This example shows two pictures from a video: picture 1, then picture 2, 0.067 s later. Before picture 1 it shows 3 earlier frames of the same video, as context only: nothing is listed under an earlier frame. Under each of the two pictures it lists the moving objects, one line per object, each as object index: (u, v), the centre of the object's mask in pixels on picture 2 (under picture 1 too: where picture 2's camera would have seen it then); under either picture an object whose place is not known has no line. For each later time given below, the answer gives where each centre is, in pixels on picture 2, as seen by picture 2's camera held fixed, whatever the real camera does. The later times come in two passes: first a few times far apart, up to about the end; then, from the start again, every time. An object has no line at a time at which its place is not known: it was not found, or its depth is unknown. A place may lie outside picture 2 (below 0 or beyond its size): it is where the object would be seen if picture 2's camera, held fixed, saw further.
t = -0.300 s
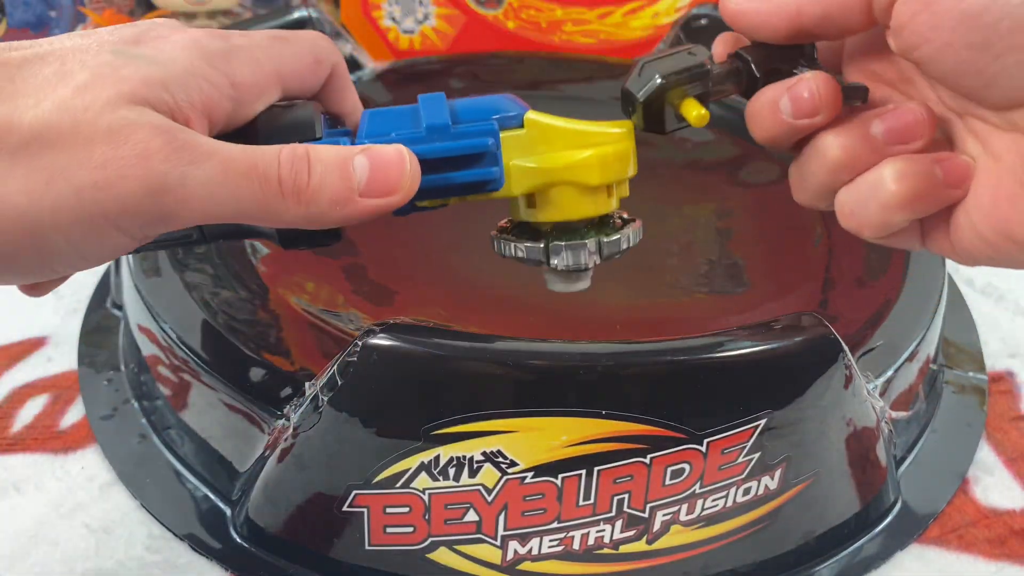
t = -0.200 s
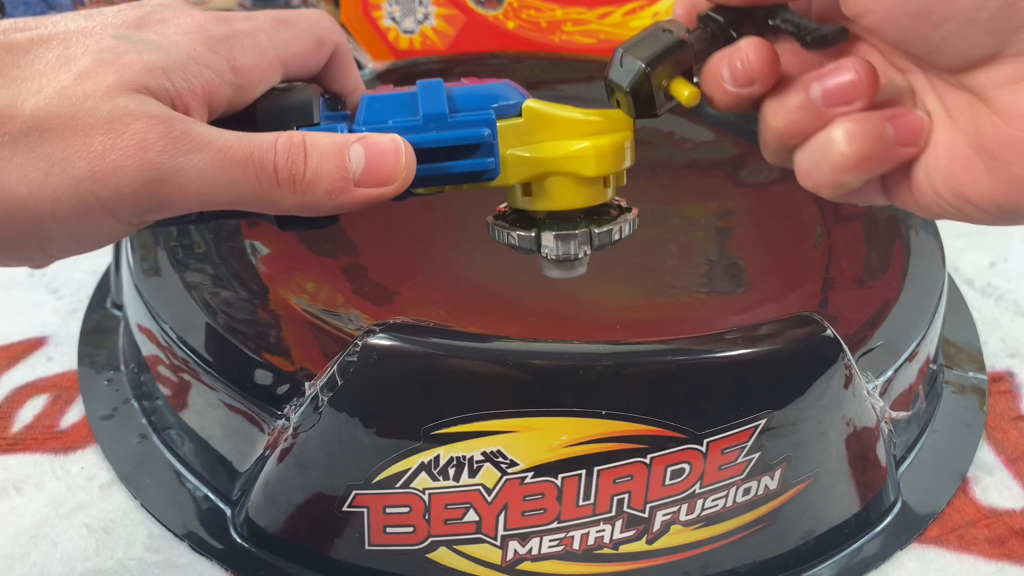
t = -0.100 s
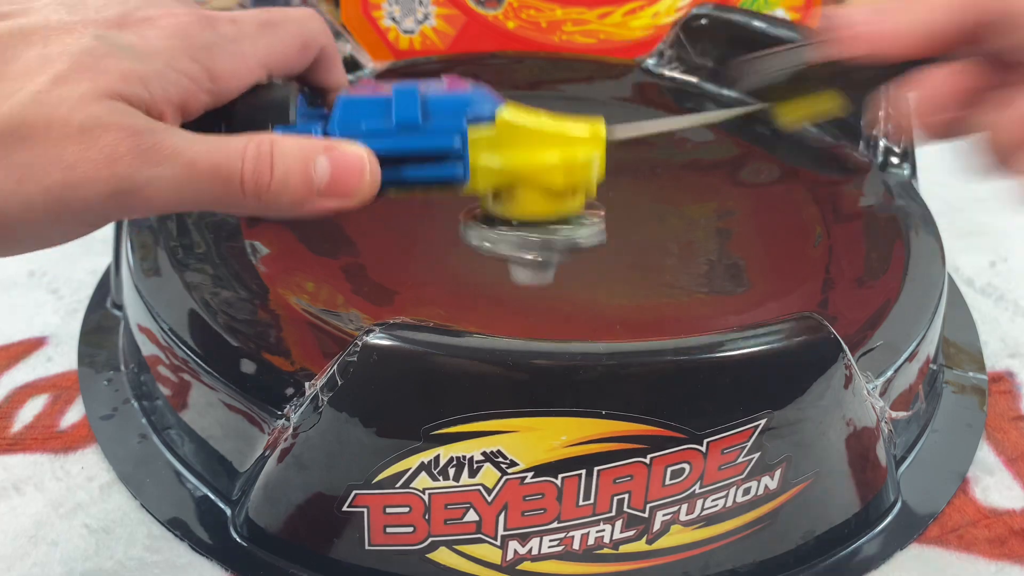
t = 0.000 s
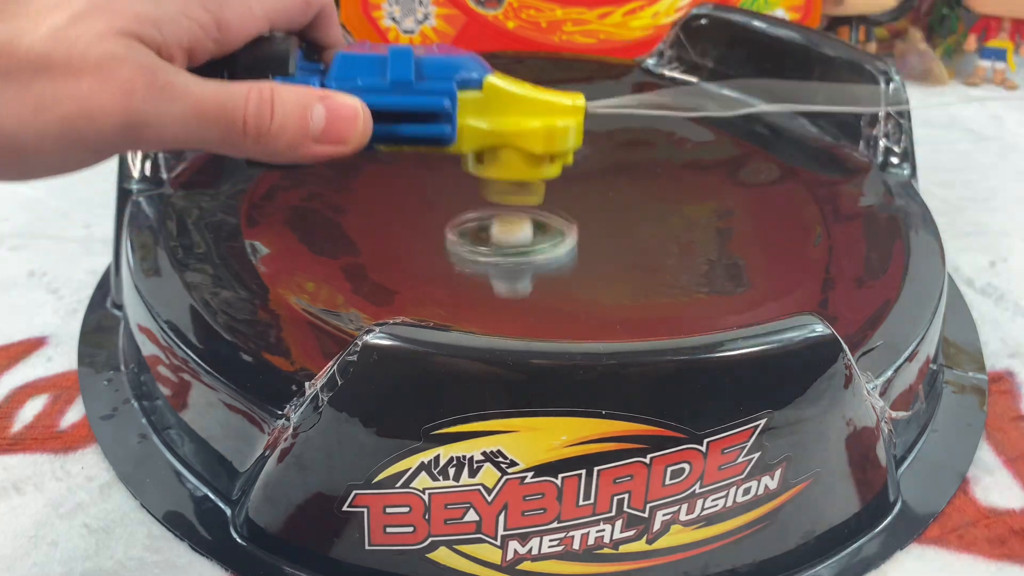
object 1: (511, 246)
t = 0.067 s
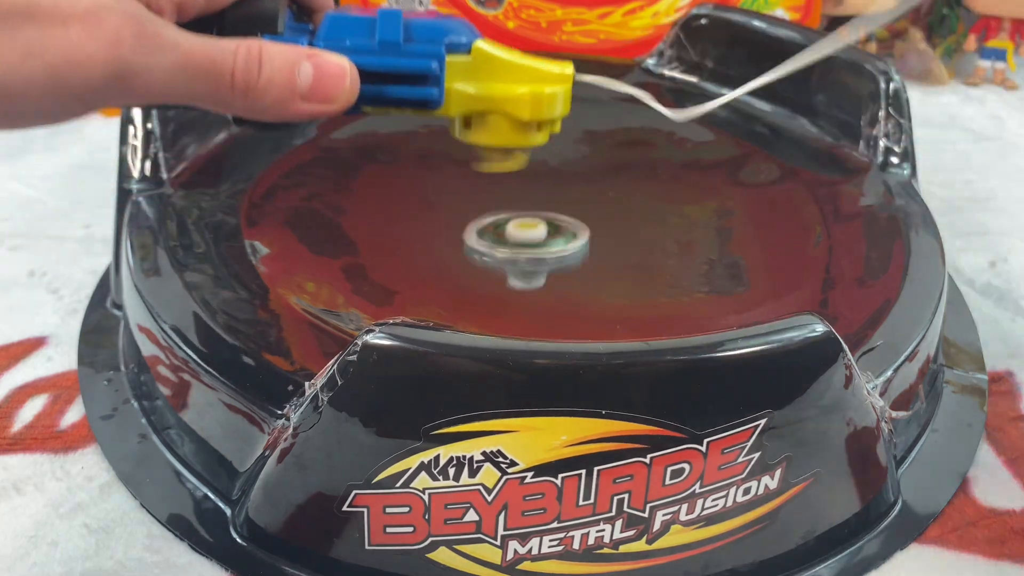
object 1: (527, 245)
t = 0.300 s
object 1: (562, 166)
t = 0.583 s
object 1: (486, 139)
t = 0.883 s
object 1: (368, 234)
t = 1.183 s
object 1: (574, 256)
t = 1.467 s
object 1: (591, 179)
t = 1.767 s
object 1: (376, 138)
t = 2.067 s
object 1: (366, 229)
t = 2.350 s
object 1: (645, 237)
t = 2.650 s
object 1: (577, 127)
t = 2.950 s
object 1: (287, 126)
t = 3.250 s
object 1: (468, 312)
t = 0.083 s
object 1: (531, 234)
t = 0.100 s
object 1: (535, 230)
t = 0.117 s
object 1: (539, 232)
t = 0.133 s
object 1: (542, 238)
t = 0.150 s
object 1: (545, 245)
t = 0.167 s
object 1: (548, 226)
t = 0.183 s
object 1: (552, 211)
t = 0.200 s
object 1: (554, 202)
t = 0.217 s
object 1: (557, 198)
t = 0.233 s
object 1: (559, 200)
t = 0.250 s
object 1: (561, 198)
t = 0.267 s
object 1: (561, 181)
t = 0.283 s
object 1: (561, 171)
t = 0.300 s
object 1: (562, 166)
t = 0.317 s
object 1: (562, 165)
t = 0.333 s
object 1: (562, 166)
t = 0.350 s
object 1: (559, 153)
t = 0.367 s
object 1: (557, 144)
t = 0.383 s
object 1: (554, 142)
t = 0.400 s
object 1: (552, 144)
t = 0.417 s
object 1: (548, 138)
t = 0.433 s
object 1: (544, 133)
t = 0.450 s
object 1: (540, 132)
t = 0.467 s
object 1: (535, 133)
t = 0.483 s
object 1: (529, 130)
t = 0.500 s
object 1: (523, 131)
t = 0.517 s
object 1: (517, 131)
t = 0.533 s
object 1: (510, 132)
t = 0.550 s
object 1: (502, 134)
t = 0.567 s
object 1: (494, 136)
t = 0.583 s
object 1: (486, 139)
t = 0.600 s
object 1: (478, 143)
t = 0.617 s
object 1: (469, 147)
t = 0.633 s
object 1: (459, 151)
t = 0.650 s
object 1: (450, 155)
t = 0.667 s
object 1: (441, 160)
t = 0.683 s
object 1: (431, 166)
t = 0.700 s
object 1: (421, 171)
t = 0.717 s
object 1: (412, 176)
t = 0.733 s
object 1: (403, 182)
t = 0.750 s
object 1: (394, 187)
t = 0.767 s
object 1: (386, 193)
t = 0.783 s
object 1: (379, 199)
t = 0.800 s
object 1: (373, 205)
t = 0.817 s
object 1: (369, 211)
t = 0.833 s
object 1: (367, 217)
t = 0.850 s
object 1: (366, 223)
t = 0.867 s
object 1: (366, 228)
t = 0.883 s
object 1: (368, 234)
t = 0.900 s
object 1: (372, 239)
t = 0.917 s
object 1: (378, 244)
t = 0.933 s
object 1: (385, 249)
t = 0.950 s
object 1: (393, 253)
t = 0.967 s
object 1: (403, 257)
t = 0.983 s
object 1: (414, 261)
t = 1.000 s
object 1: (426, 264)
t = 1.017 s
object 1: (439, 267)
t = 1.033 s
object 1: (453, 268)
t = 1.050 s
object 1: (467, 270)
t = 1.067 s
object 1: (481, 271)
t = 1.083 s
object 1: (496, 271)
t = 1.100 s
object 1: (510, 270)
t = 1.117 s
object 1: (524, 269)
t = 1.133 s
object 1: (538, 267)
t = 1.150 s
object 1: (551, 264)
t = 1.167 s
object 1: (563, 260)
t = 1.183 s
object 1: (574, 256)
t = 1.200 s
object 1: (584, 252)
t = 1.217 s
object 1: (593, 247)
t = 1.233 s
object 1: (601, 242)
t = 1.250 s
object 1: (608, 238)
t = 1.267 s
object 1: (614, 233)
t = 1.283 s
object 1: (618, 228)
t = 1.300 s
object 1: (621, 223)
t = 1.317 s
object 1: (623, 218)
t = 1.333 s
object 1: (624, 213)
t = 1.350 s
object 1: (624, 209)
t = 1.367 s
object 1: (622, 204)
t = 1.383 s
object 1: (620, 200)
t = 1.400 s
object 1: (616, 196)
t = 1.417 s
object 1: (611, 191)
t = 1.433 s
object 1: (605, 187)
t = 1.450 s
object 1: (598, 183)
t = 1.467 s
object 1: (591, 179)
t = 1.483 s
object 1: (582, 174)
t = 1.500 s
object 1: (573, 170)
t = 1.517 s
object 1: (562, 166)
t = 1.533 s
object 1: (552, 162)
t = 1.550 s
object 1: (540, 158)
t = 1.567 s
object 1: (528, 154)
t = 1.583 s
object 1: (517, 150)
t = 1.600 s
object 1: (504, 147)
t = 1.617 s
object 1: (491, 144)
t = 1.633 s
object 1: (478, 142)
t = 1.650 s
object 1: (465, 140)
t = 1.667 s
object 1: (452, 138)
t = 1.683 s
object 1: (439, 137)
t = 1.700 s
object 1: (426, 136)
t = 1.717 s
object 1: (413, 136)
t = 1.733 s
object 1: (401, 136)
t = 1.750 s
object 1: (388, 137)
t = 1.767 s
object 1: (376, 138)
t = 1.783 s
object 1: (364, 139)
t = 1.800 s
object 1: (353, 141)
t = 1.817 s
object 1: (343, 144)
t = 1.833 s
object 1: (333, 146)
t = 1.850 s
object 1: (325, 149)
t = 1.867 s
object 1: (319, 153)
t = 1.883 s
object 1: (314, 158)
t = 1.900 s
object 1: (310, 163)
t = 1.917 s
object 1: (308, 169)
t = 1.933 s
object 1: (308, 175)
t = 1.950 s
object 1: (309, 182)
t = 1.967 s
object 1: (311, 188)
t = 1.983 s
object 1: (316, 196)
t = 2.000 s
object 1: (323, 203)
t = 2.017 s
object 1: (331, 209)
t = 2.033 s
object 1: (341, 216)
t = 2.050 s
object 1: (352, 222)
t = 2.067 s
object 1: (366, 229)
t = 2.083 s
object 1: (380, 235)
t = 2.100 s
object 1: (395, 240)
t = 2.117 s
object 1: (412, 245)
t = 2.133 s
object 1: (431, 250)
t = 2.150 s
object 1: (449, 254)
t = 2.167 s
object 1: (468, 257)
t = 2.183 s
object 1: (487, 259)
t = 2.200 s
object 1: (507, 261)
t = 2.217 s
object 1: (526, 261)
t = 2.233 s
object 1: (544, 260)
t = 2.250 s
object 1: (562, 258)
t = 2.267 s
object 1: (579, 256)
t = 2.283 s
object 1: (595, 253)
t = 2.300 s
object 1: (609, 249)
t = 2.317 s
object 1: (622, 246)
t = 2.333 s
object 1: (635, 241)
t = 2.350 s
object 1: (645, 237)
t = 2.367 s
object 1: (653, 231)
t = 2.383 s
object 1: (660, 227)
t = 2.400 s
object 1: (666, 220)
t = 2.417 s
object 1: (670, 214)
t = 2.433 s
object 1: (672, 208)
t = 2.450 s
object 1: (672, 202)
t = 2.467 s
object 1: (671, 196)
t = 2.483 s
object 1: (669, 189)
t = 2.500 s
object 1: (665, 183)
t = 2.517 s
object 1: (659, 176)
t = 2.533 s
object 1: (653, 169)
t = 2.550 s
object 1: (645, 163)
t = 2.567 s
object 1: (635, 157)
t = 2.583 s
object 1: (625, 150)
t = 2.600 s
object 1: (615, 144)
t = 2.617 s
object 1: (602, 138)
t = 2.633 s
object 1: (589, 133)
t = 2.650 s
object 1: (577, 127)
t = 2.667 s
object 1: (563, 122)
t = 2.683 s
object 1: (547, 118)
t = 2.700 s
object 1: (532, 114)
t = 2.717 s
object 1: (517, 111)
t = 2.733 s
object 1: (500, 108)
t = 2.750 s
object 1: (484, 106)
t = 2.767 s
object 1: (467, 104)
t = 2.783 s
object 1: (449, 103)
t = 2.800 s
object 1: (433, 102)
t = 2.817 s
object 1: (415, 102)
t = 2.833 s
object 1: (398, 103)
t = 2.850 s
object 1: (378, 103)
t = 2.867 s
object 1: (362, 105)
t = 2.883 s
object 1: (345, 107)
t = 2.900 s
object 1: (328, 112)
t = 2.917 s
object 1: (313, 115)
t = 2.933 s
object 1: (299, 120)
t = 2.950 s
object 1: (287, 126)
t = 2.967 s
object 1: (276, 132)
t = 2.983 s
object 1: (266, 140)
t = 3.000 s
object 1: (258, 149)
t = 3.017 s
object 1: (251, 159)
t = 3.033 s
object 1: (246, 170)
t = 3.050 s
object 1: (243, 181)
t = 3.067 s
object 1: (243, 194)
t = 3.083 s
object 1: (244, 206)
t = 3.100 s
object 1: (250, 219)
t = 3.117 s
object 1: (259, 232)
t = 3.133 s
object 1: (273, 246)
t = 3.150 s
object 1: (291, 261)
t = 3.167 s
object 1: (312, 276)
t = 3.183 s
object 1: (335, 290)
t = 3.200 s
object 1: (359, 298)
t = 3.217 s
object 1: (389, 303)
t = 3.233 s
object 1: (428, 307)
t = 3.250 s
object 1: (468, 312)
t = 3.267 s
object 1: (503, 317)
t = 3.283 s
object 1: (538, 320)
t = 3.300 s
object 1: (575, 320)
